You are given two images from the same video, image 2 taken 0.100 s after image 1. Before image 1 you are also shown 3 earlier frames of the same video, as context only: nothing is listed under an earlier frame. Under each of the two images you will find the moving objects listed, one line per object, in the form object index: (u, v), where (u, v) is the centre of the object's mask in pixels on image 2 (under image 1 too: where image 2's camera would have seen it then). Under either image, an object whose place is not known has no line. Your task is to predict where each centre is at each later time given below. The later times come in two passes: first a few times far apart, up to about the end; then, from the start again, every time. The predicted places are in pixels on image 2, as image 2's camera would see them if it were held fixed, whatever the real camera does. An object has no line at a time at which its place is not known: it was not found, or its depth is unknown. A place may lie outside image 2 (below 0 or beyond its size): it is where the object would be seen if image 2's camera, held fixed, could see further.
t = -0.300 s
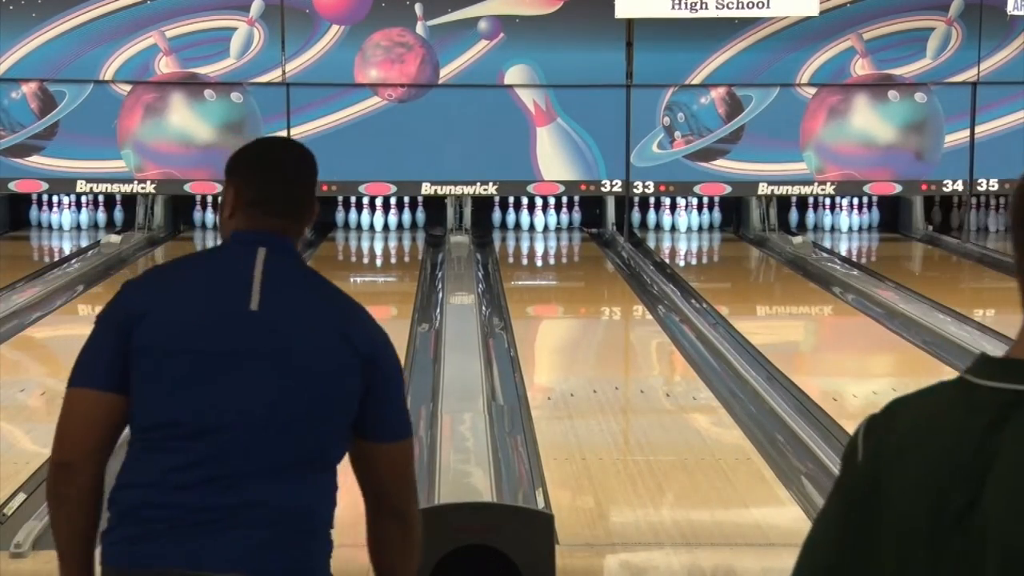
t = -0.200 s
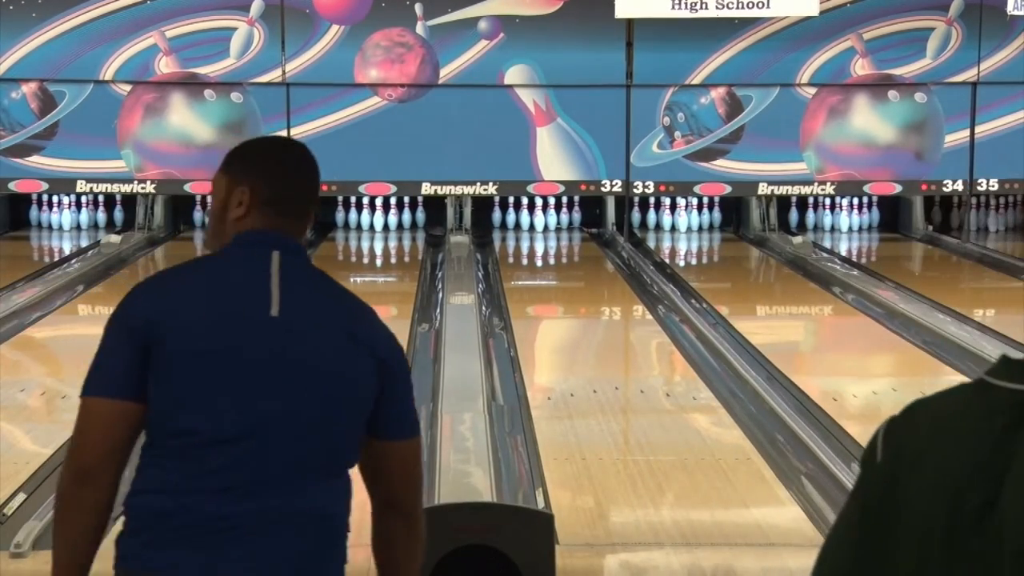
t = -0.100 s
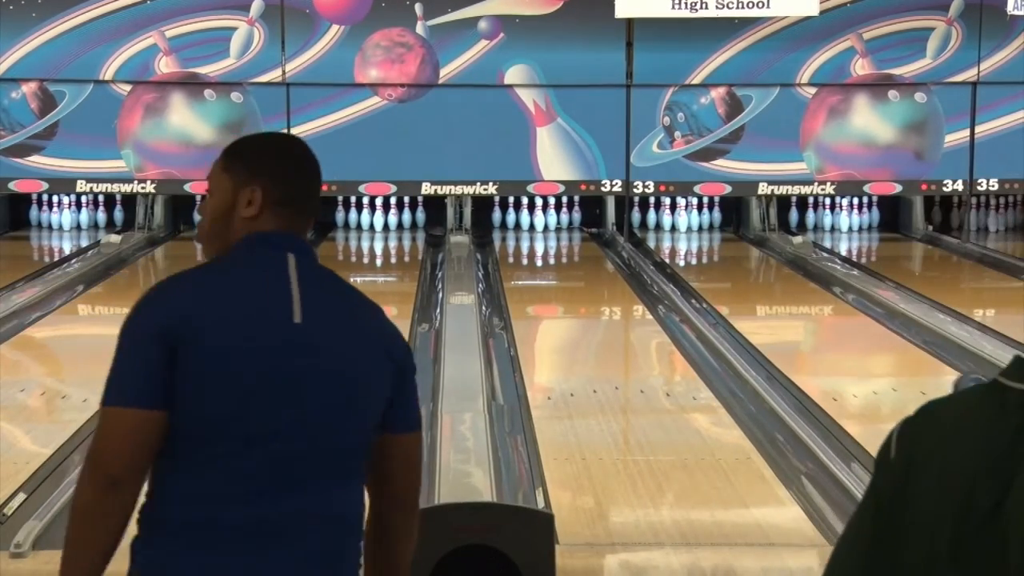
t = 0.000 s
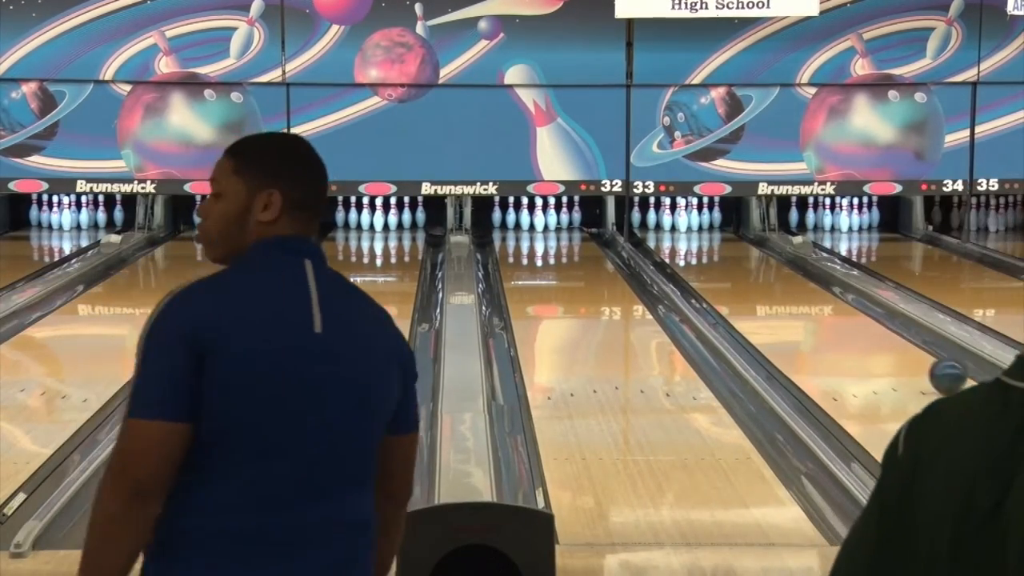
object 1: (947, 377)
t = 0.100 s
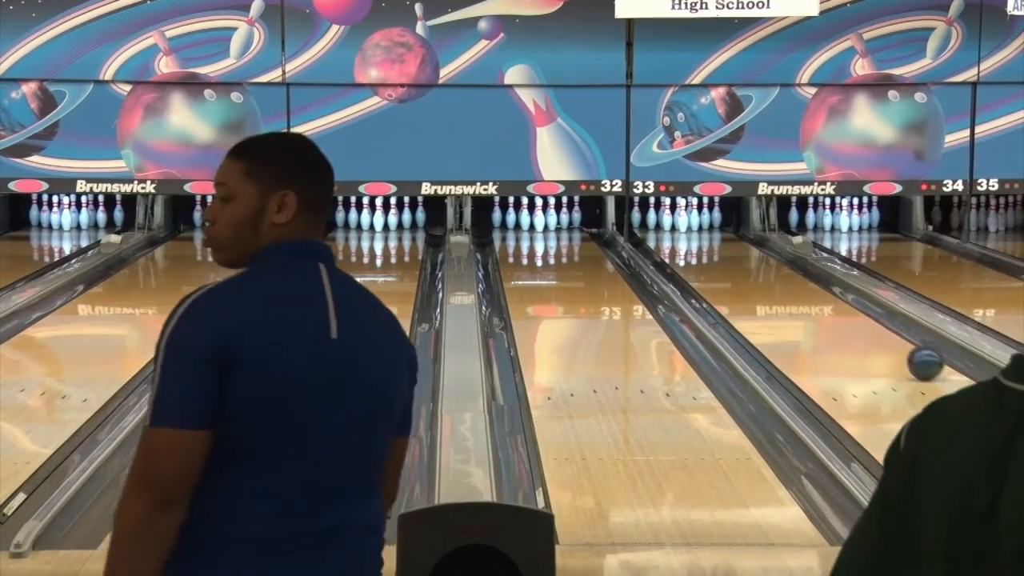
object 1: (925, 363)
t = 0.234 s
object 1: (897, 347)
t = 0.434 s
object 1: (862, 325)
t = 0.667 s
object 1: (826, 304)
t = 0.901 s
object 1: (796, 286)
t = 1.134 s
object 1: (770, 270)
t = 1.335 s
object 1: (751, 260)
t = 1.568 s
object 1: (731, 248)
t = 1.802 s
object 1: (713, 239)
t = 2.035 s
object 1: (697, 231)
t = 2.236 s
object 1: (684, 224)
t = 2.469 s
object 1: (676, 220)
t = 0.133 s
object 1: (918, 359)
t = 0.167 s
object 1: (911, 355)
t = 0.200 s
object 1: (904, 351)
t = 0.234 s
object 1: (897, 347)
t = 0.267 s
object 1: (891, 344)
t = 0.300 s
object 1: (885, 340)
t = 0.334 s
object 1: (879, 336)
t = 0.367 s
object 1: (873, 332)
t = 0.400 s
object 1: (868, 328)
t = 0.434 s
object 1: (862, 325)
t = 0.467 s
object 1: (856, 322)
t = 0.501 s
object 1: (851, 319)
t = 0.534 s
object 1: (846, 316)
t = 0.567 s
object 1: (841, 312)
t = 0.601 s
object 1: (836, 309)
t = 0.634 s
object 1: (831, 306)
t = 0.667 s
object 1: (826, 304)
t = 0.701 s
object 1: (822, 300)
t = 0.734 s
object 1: (817, 298)
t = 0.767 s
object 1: (813, 295)
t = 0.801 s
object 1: (809, 293)
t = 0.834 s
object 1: (805, 291)
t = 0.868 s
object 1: (800, 288)
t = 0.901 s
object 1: (796, 286)
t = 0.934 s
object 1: (792, 284)
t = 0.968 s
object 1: (789, 282)
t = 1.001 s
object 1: (785, 279)
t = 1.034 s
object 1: (781, 278)
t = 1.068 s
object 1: (777, 275)
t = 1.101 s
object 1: (774, 273)
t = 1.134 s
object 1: (770, 270)
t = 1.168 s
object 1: (767, 268)
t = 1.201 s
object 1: (764, 267)
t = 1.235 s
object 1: (761, 265)
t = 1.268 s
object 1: (757, 263)
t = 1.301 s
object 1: (755, 261)
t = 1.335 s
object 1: (751, 260)
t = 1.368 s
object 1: (748, 258)
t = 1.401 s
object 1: (745, 256)
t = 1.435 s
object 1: (742, 255)
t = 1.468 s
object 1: (739, 253)
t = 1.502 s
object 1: (737, 251)
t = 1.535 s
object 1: (734, 249)
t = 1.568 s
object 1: (731, 248)
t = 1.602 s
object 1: (729, 246)
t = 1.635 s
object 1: (726, 245)
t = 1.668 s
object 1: (724, 243)
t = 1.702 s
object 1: (721, 243)
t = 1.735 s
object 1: (718, 242)
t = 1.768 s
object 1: (715, 240)
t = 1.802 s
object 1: (713, 239)
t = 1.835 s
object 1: (710, 238)
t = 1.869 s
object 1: (708, 236)
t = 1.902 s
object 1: (706, 236)
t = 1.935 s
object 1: (704, 234)
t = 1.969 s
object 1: (701, 233)
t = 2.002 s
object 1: (700, 232)
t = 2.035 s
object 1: (697, 231)
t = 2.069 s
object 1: (695, 229)
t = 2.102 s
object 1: (692, 228)
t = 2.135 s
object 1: (691, 227)
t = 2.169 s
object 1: (688, 226)
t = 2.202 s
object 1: (686, 225)
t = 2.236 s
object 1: (684, 224)
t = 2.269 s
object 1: (681, 223)
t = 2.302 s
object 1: (680, 223)
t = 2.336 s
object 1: (678, 223)
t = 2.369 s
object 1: (676, 222)
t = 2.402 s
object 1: (676, 221)
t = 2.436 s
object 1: (676, 221)
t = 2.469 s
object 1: (676, 220)
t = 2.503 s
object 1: (675, 220)
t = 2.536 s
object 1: (675, 220)
